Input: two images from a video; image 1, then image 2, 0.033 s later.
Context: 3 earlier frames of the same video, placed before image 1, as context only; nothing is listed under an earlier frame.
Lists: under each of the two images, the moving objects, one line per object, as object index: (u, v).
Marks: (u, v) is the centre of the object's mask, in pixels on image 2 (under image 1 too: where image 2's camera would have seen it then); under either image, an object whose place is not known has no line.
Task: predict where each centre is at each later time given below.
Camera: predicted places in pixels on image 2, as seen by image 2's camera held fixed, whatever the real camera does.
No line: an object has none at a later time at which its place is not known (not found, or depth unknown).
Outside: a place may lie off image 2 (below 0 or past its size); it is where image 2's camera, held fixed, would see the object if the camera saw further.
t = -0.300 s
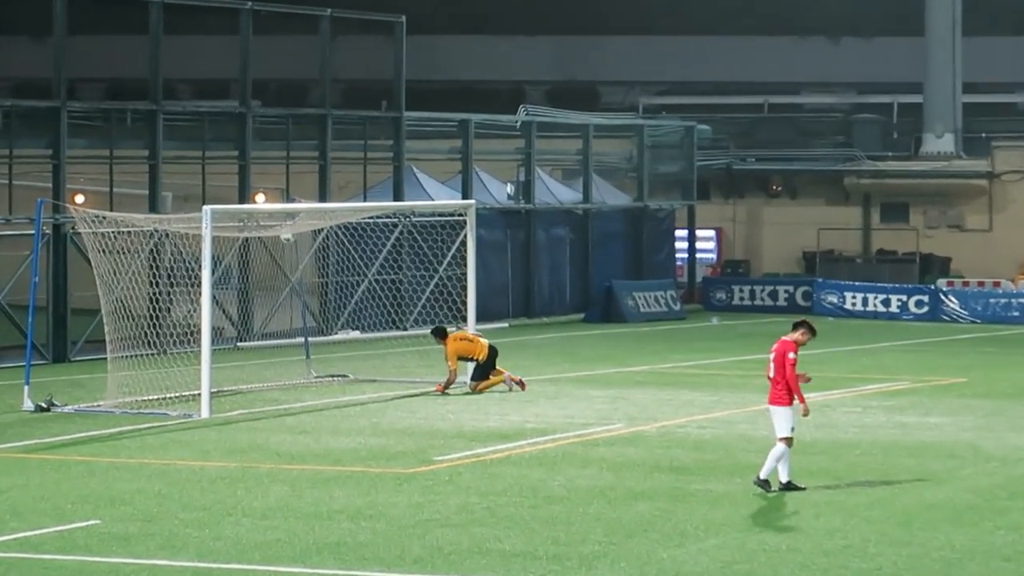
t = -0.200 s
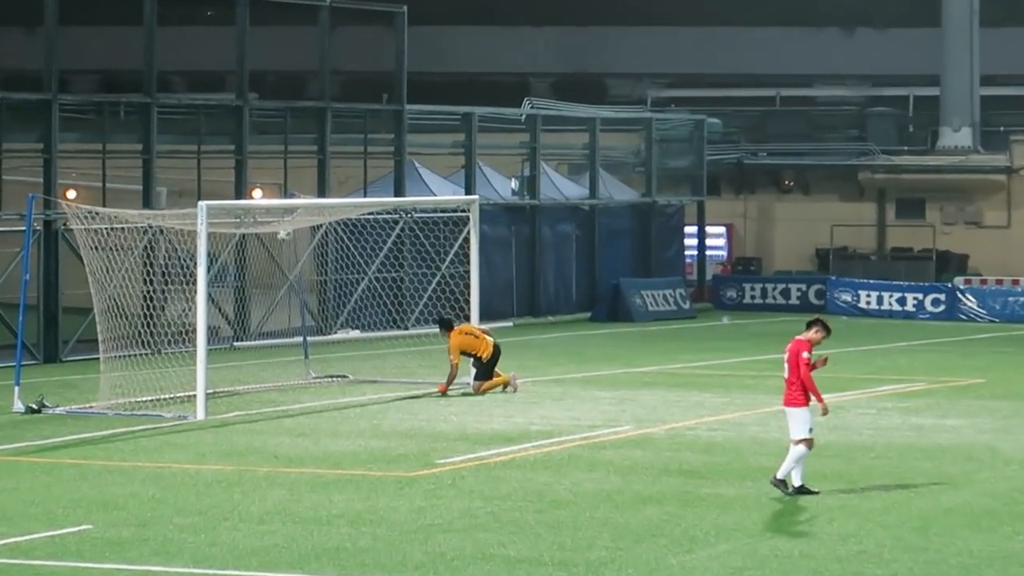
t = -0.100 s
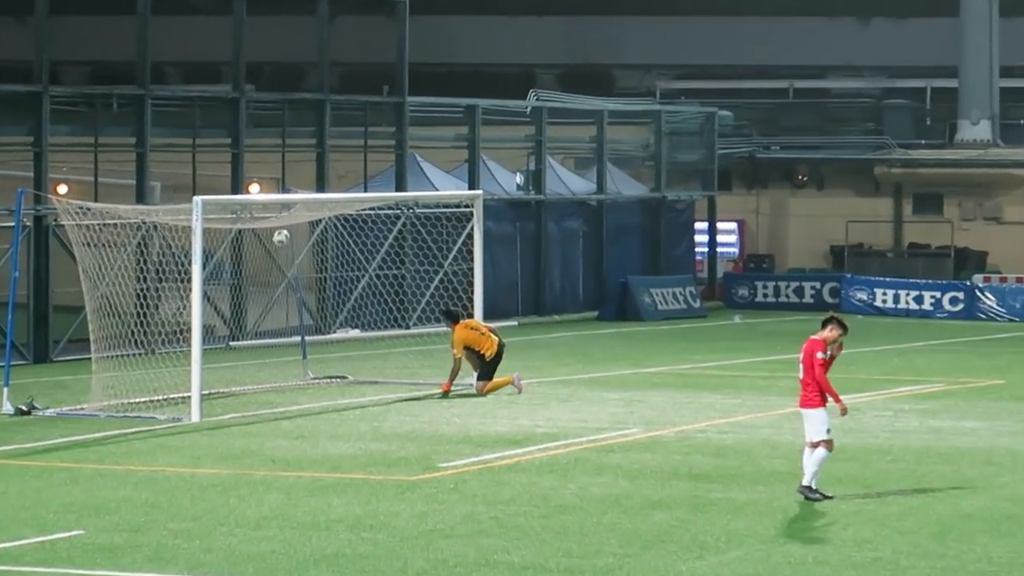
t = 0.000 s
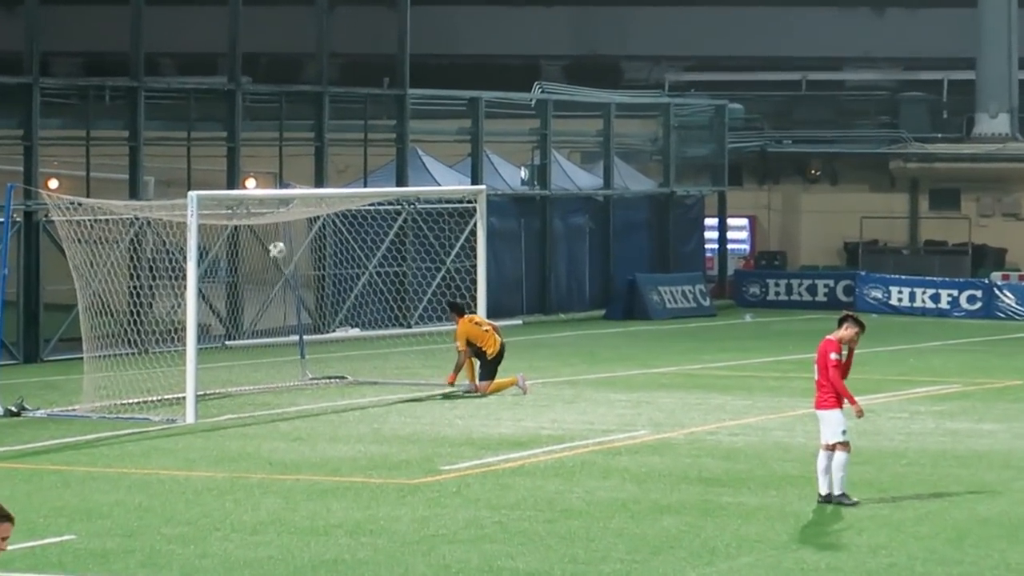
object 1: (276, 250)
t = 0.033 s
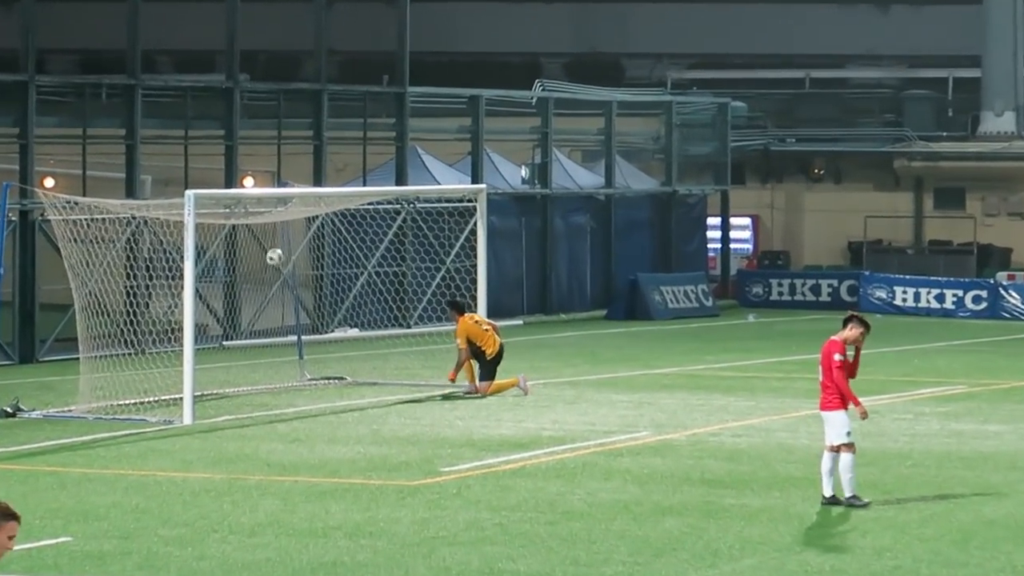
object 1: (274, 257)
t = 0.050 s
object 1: (275, 261)
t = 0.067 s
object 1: (274, 265)
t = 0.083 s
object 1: (274, 269)
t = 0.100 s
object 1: (274, 274)
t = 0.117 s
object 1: (274, 279)
